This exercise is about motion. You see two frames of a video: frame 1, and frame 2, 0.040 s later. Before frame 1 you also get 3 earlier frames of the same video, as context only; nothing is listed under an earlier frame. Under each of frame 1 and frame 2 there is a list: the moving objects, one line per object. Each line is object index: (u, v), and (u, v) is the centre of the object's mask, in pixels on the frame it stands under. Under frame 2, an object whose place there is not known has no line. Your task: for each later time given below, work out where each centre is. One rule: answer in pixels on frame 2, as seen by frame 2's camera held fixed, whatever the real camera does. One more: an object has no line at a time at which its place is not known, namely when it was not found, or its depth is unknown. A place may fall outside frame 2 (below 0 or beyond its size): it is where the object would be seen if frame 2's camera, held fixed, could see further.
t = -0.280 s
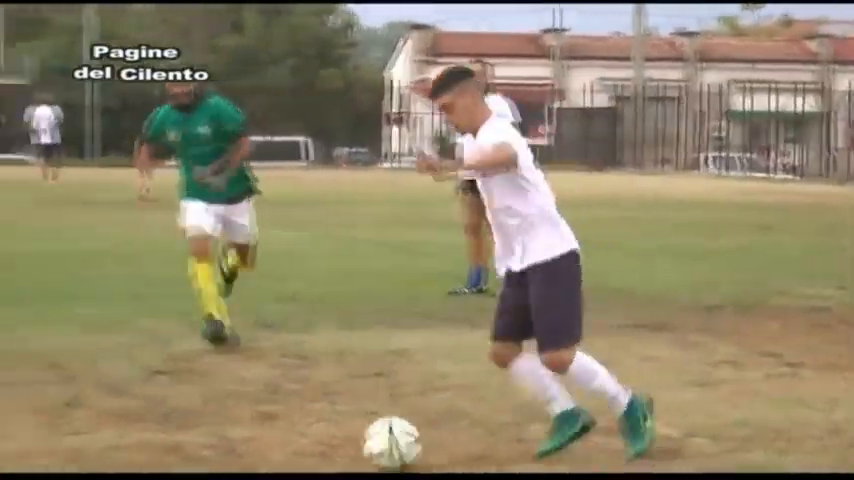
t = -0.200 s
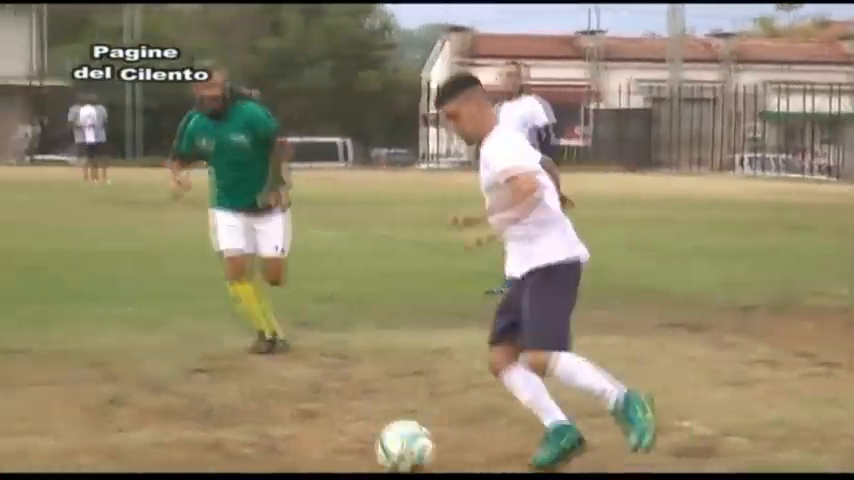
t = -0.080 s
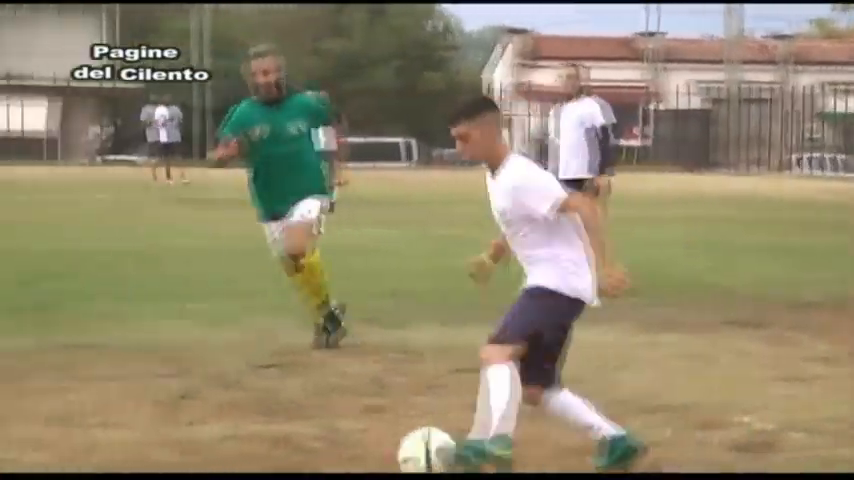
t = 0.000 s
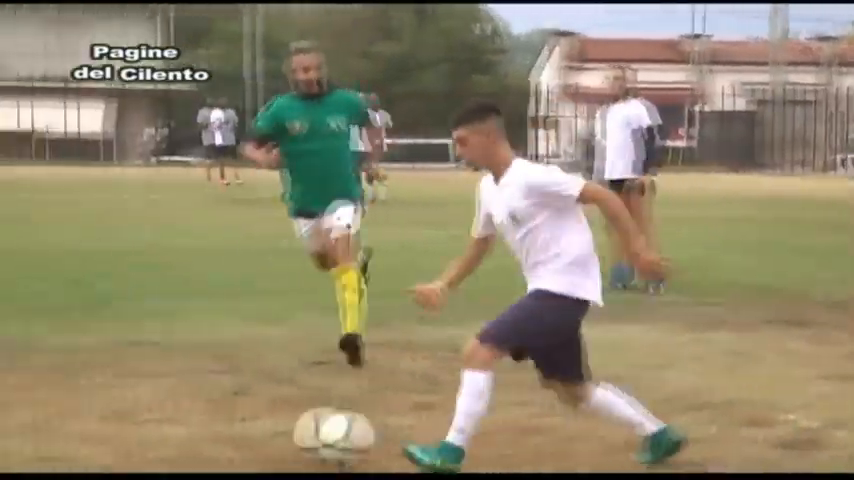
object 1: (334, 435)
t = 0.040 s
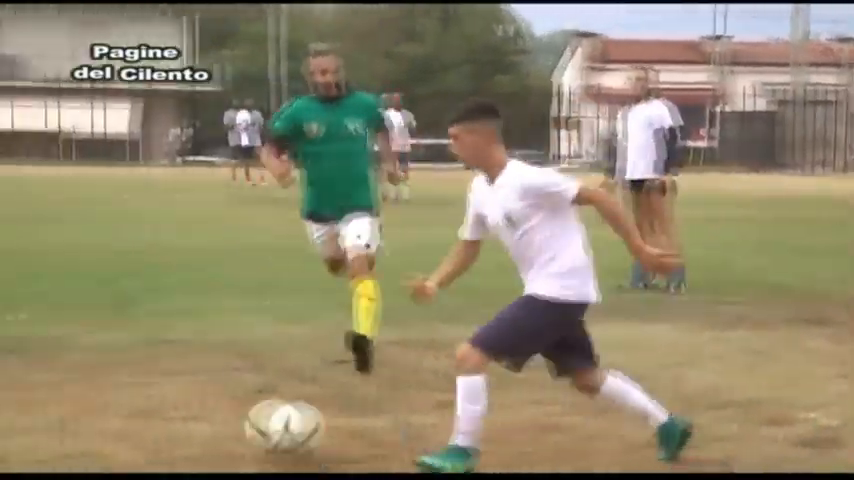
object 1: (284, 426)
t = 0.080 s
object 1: (211, 424)
